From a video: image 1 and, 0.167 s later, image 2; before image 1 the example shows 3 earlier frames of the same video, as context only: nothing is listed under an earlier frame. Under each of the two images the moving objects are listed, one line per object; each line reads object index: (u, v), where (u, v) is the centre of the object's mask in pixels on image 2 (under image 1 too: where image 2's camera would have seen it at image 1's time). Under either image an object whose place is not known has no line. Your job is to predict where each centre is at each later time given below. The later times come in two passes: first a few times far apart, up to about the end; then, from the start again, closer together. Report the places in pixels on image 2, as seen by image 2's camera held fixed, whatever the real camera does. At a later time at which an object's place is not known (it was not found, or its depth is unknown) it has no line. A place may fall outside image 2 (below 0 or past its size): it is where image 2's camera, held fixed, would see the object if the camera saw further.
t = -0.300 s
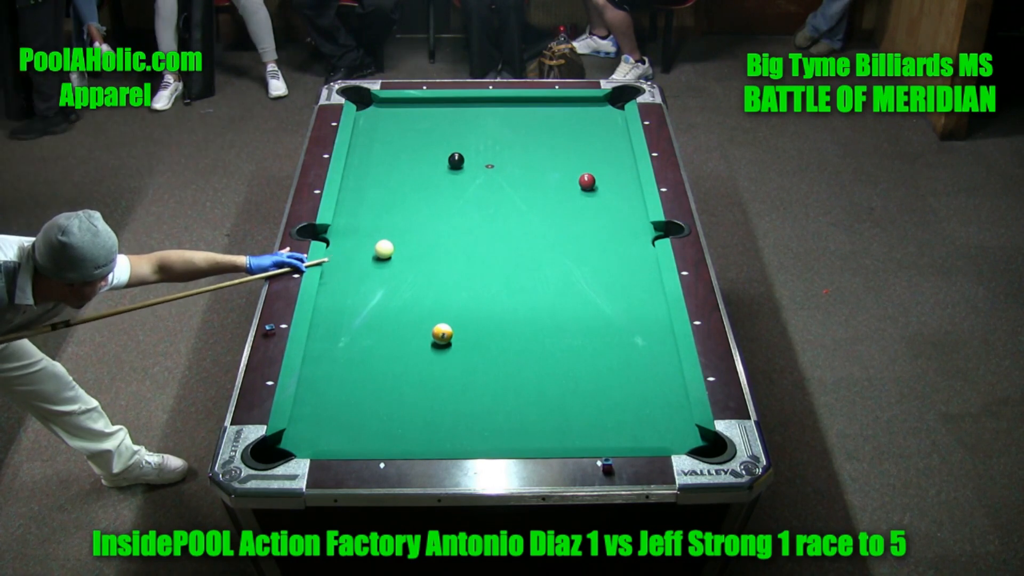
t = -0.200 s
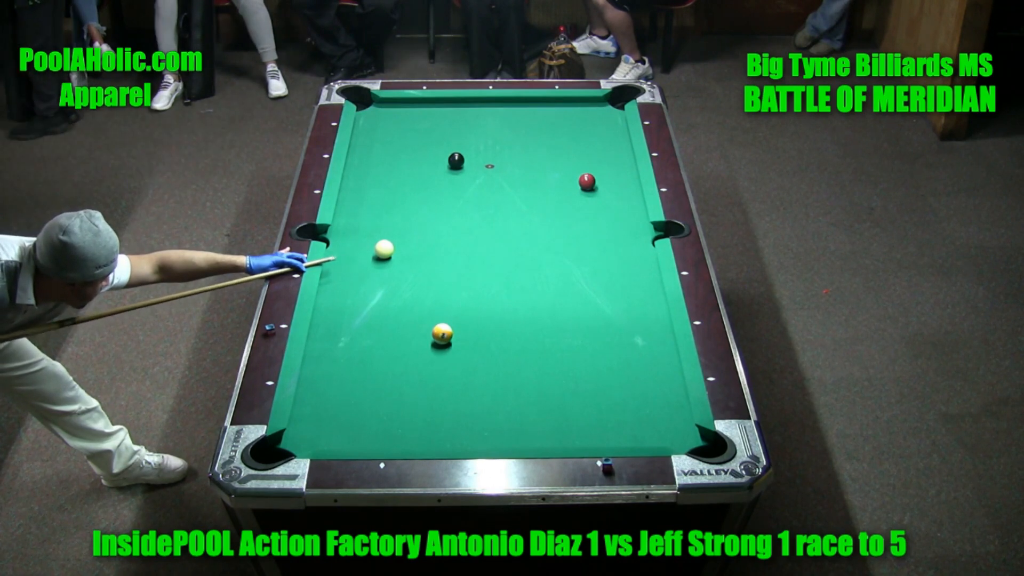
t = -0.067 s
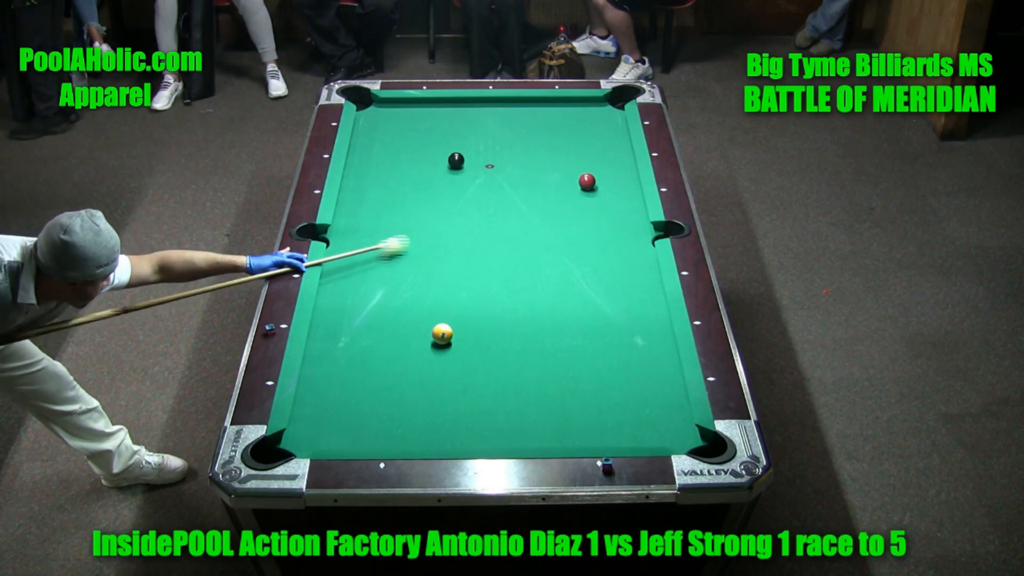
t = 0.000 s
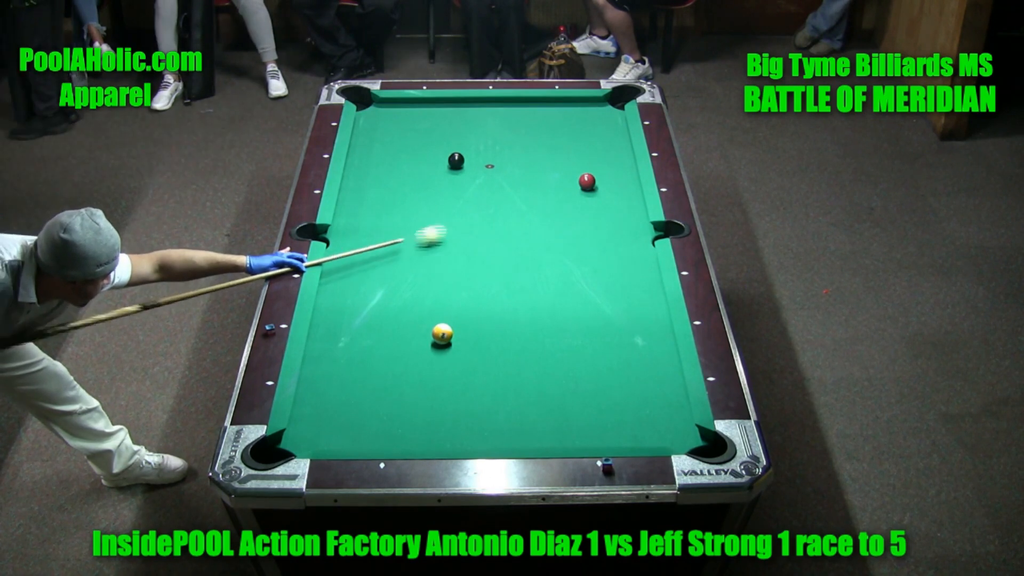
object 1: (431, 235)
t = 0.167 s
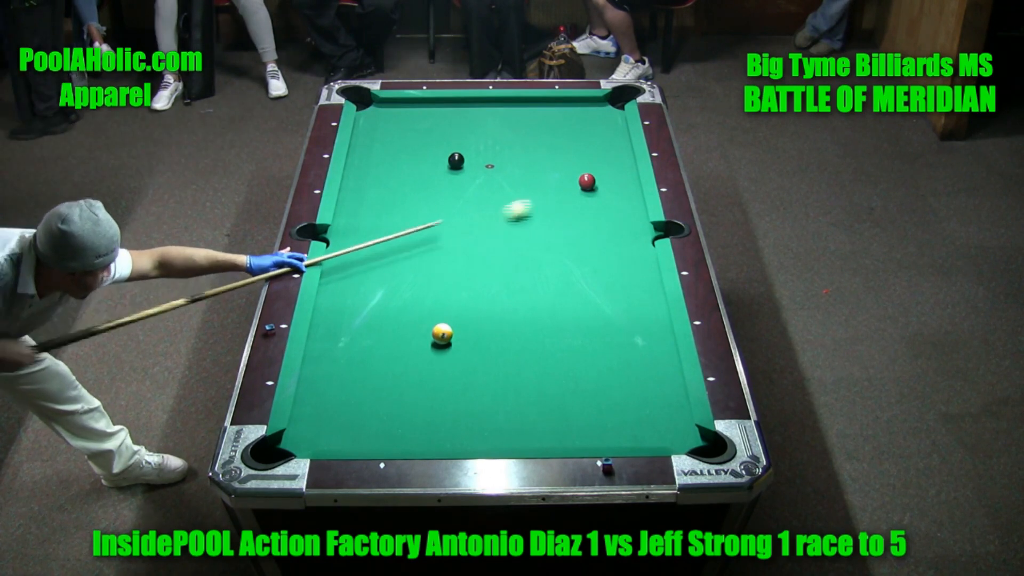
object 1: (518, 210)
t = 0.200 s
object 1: (535, 205)
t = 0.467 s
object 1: (621, 190)
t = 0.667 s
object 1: (570, 189)
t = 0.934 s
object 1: (504, 187)
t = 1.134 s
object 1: (457, 186)
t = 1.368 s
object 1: (403, 184)
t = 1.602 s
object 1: (351, 184)
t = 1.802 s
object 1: (376, 183)
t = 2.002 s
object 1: (404, 182)
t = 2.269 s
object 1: (440, 181)
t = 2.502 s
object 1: (470, 180)
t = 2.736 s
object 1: (498, 180)
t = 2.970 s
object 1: (525, 179)
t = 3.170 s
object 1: (547, 178)
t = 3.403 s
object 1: (571, 177)
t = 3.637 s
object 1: (594, 177)
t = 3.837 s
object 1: (612, 176)
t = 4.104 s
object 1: (627, 175)
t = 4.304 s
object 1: (616, 175)
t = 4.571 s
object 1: (602, 175)
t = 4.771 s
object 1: (592, 175)
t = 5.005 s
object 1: (582, 175)
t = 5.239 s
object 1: (573, 175)
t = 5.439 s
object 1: (566, 175)
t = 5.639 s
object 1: (561, 175)
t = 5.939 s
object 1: (554, 176)
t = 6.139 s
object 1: (551, 176)
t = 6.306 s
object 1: (549, 176)
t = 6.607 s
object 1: (547, 177)
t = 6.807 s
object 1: (546, 177)
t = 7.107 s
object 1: (546, 177)
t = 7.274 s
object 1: (546, 177)
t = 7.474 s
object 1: (546, 177)
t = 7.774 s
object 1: (546, 177)
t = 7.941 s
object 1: (546, 177)
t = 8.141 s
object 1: (546, 177)
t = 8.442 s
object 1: (546, 177)
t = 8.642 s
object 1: (546, 177)
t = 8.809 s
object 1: (546, 177)
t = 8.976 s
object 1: (546, 177)
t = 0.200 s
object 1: (535, 205)
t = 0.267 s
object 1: (566, 196)
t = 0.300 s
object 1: (583, 191)
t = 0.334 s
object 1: (598, 190)
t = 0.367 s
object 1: (611, 190)
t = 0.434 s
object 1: (631, 190)
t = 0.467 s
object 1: (621, 190)
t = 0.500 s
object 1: (612, 189)
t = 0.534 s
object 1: (603, 189)
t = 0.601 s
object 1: (586, 189)
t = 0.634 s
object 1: (578, 189)
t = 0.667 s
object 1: (570, 189)
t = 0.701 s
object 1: (561, 188)
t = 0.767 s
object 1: (545, 188)
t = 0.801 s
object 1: (537, 188)
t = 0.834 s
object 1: (529, 187)
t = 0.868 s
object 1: (520, 187)
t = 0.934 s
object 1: (504, 187)
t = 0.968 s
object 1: (496, 186)
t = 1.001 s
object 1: (488, 186)
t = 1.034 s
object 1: (480, 186)
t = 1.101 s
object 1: (464, 186)
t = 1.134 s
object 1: (457, 186)
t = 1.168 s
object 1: (449, 186)
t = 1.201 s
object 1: (441, 185)
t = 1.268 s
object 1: (425, 185)
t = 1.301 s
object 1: (418, 185)
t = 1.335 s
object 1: (410, 185)
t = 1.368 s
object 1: (403, 184)
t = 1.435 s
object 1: (388, 184)
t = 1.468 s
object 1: (380, 184)
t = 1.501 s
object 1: (373, 184)
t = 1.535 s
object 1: (365, 184)
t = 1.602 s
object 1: (351, 184)
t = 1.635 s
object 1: (351, 183)
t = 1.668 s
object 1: (357, 183)
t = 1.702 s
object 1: (362, 183)
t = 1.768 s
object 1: (371, 183)
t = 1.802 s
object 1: (376, 183)
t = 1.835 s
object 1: (381, 183)
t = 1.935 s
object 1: (395, 183)
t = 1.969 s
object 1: (399, 182)
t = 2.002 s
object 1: (404, 182)
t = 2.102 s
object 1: (418, 182)
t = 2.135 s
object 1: (422, 182)
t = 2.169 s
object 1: (427, 182)
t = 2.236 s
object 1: (435, 182)
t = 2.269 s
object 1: (440, 181)
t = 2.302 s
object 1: (444, 181)
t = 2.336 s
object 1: (448, 181)
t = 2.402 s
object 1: (457, 181)
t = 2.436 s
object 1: (461, 181)
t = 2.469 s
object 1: (465, 181)
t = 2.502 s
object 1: (470, 180)
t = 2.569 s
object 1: (478, 180)
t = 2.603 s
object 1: (482, 180)
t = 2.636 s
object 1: (486, 180)
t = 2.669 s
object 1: (490, 180)
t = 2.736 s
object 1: (498, 180)
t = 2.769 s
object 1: (502, 180)
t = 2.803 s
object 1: (506, 180)
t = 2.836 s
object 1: (510, 180)
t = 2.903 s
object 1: (517, 179)
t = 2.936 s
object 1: (521, 179)
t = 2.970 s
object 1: (525, 179)
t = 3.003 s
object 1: (529, 179)
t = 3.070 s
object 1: (536, 179)
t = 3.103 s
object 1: (540, 178)
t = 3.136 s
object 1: (543, 178)
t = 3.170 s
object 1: (547, 178)
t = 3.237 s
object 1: (554, 178)
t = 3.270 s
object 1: (558, 178)
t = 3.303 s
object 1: (561, 178)
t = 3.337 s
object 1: (565, 178)
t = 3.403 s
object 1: (571, 177)
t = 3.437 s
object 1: (575, 177)
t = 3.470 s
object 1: (578, 177)
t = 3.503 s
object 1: (581, 177)
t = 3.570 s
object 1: (588, 177)
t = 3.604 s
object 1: (591, 177)
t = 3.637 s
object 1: (594, 177)
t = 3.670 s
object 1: (597, 177)
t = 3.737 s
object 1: (603, 176)
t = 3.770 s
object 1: (606, 176)
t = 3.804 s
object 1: (609, 176)
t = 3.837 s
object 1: (612, 176)
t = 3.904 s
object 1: (618, 176)
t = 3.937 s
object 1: (621, 176)
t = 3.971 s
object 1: (624, 176)
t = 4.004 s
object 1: (627, 176)
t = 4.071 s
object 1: (629, 175)
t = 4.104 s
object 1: (627, 175)
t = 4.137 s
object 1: (625, 175)
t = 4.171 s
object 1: (623, 175)
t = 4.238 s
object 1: (619, 175)
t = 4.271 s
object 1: (618, 175)
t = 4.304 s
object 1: (616, 175)
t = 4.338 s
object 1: (614, 175)
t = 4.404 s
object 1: (610, 175)
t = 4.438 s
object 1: (608, 175)
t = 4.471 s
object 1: (607, 175)
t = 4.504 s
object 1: (605, 175)
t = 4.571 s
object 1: (602, 175)
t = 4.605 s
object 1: (600, 175)
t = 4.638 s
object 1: (598, 175)
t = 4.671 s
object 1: (597, 175)
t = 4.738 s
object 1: (593, 175)
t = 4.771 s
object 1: (592, 175)
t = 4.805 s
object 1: (591, 175)
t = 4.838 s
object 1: (589, 175)
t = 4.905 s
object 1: (586, 175)
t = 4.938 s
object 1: (585, 175)
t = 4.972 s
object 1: (583, 175)
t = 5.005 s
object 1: (582, 175)
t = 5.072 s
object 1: (579, 175)
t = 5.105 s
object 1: (578, 175)
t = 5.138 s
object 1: (577, 175)
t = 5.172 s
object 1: (575, 175)
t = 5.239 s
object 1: (573, 175)
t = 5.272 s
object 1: (572, 175)
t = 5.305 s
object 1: (571, 175)
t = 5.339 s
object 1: (570, 175)
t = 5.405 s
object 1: (568, 175)
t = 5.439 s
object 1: (566, 175)
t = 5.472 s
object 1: (565, 175)
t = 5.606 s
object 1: (562, 175)
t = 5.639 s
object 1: (561, 175)
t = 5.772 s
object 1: (558, 176)
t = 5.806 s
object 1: (557, 176)
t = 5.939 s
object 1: (554, 176)
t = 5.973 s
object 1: (554, 176)
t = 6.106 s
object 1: (551, 176)
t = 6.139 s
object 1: (551, 176)
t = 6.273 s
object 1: (549, 176)
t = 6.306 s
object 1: (549, 176)
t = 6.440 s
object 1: (547, 177)
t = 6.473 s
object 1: (547, 177)
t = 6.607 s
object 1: (547, 177)
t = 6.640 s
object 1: (547, 177)
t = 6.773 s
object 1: (546, 177)
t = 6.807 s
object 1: (546, 177)
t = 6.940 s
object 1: (546, 177)
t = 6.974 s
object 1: (546, 177)
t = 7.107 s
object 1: (546, 177)
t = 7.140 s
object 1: (546, 177)
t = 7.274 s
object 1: (546, 177)
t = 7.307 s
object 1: (546, 177)
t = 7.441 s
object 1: (546, 177)
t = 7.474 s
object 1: (546, 177)
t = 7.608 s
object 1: (546, 177)
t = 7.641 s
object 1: (546, 177)
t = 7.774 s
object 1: (546, 177)
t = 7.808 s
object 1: (546, 177)
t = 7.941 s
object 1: (546, 177)
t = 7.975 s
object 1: (546, 177)
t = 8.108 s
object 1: (546, 177)
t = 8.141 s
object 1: (546, 177)
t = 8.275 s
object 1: (546, 177)
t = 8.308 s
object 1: (546, 177)
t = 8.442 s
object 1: (546, 177)
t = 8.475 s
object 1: (546, 177)
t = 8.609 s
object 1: (546, 177)
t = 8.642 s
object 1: (546, 177)
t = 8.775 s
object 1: (546, 177)
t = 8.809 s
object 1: (546, 177)
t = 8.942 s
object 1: (546, 177)
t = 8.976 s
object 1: (546, 177)
